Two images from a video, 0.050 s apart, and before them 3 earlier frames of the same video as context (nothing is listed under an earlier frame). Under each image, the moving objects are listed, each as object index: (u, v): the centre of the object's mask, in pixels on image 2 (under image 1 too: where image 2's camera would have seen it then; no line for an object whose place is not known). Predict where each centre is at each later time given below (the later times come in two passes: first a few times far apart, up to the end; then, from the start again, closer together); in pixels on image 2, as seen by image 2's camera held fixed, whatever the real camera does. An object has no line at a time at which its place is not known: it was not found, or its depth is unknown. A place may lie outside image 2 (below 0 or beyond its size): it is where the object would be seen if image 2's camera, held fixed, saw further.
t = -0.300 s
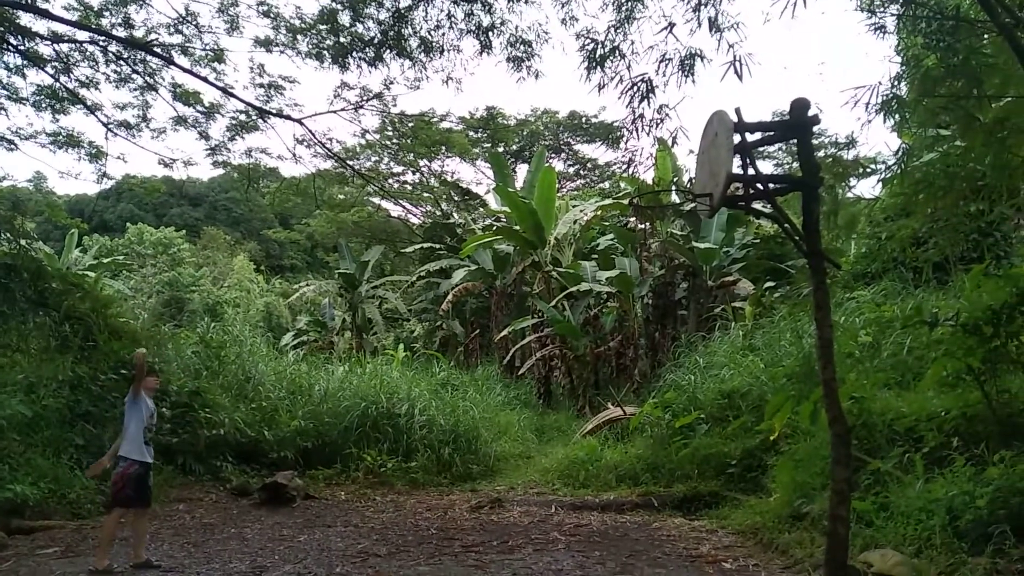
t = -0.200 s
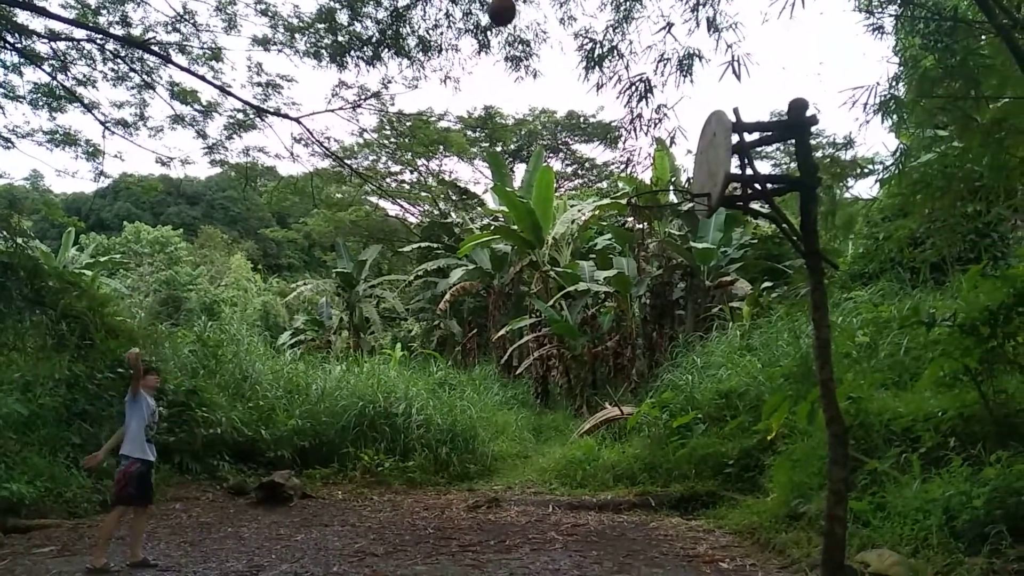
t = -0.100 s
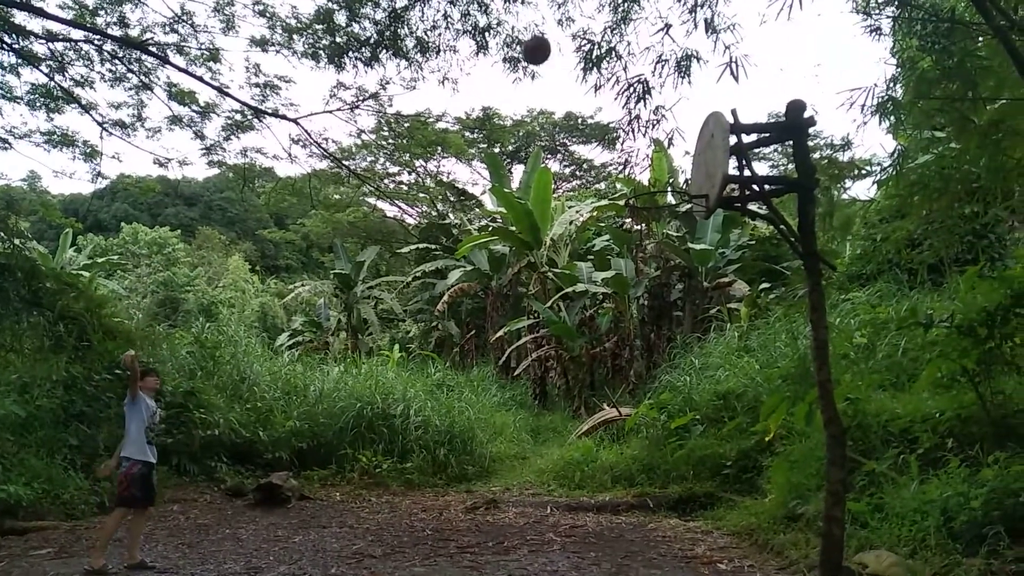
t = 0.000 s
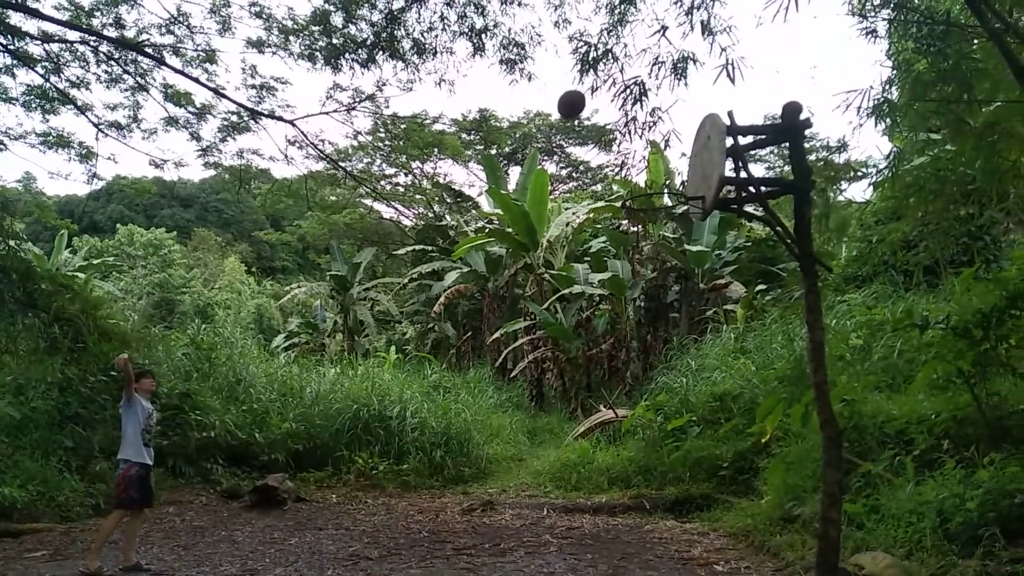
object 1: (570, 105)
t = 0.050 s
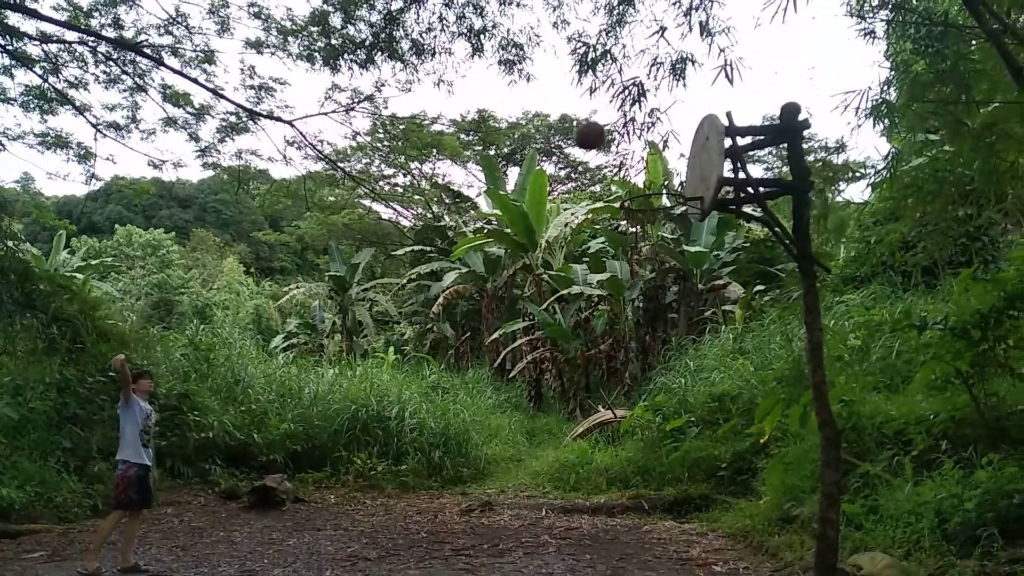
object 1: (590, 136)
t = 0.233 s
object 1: (634, 181)
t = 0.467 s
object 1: (658, 187)
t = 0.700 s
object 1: (655, 192)
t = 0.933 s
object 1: (642, 194)
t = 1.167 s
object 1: (638, 196)
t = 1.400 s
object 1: (663, 251)
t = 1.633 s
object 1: (695, 384)
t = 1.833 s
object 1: (722, 564)
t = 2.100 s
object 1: (746, 456)
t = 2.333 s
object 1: (766, 387)
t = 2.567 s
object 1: (790, 397)
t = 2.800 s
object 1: (817, 490)
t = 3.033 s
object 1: (828, 570)
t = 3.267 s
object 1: (798, 507)
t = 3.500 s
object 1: (770, 531)
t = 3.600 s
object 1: (757, 575)
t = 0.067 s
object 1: (596, 145)
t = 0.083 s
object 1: (603, 158)
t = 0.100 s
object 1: (610, 171)
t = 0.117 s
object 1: (617, 184)
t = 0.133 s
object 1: (622, 192)
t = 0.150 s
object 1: (623, 191)
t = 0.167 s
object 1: (625, 187)
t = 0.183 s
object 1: (627, 186)
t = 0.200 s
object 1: (629, 184)
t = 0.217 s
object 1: (632, 182)
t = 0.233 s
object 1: (634, 181)
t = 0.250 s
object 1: (635, 180)
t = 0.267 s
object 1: (638, 180)
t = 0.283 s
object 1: (640, 179)
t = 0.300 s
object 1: (642, 179)
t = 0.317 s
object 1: (645, 180)
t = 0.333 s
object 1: (647, 181)
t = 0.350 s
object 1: (649, 182)
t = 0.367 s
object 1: (651, 183)
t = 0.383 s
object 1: (653, 184)
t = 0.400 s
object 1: (655, 187)
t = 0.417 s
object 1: (657, 189)
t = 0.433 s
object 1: (658, 189)
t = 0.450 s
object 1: (658, 188)
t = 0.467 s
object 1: (658, 187)
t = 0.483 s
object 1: (658, 186)
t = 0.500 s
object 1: (658, 186)
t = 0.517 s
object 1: (658, 186)
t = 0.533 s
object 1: (658, 186)
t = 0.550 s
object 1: (657, 187)
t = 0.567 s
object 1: (657, 188)
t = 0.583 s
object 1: (658, 189)
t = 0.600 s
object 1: (657, 191)
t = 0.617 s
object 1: (657, 193)
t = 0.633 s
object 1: (657, 194)
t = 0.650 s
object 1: (657, 194)
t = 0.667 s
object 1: (656, 194)
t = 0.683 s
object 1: (656, 193)
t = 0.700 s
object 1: (655, 192)
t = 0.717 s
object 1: (654, 191)
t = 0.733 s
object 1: (653, 189)
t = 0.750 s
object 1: (652, 188)
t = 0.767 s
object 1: (651, 187)
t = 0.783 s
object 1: (650, 186)
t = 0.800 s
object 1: (649, 185)
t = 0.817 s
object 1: (648, 185)
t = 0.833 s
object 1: (647, 186)
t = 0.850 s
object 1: (646, 186)
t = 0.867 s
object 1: (645, 187)
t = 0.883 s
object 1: (644, 189)
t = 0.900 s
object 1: (644, 190)
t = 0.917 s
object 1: (643, 192)
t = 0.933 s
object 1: (642, 194)
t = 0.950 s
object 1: (642, 193)
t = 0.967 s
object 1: (641, 191)
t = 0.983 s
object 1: (641, 190)
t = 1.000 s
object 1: (641, 189)
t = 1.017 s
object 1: (641, 188)
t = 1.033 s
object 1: (640, 187)
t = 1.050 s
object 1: (640, 187)
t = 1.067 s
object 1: (640, 187)
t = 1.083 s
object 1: (640, 188)
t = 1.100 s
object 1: (640, 189)
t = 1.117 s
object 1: (639, 189)
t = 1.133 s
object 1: (639, 191)
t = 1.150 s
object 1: (639, 194)
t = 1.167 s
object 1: (638, 196)
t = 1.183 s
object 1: (638, 199)
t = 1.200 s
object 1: (639, 202)
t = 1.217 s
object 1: (640, 204)
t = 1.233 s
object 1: (642, 206)
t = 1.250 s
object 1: (645, 210)
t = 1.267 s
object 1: (646, 212)
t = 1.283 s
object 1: (648, 215)
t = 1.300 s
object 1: (650, 219)
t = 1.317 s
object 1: (652, 223)
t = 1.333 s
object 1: (654, 228)
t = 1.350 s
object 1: (656, 233)
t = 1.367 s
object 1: (658, 238)
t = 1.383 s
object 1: (660, 245)
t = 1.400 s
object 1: (663, 251)
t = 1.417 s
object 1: (665, 257)
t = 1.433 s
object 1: (668, 265)
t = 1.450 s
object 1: (669, 271)
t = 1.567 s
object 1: (684, 335)
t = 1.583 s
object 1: (687, 346)
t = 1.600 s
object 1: (690, 358)
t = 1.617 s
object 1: (692, 370)
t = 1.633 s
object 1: (695, 384)
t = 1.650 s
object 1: (697, 398)
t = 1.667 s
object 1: (700, 410)
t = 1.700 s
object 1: (703, 438)
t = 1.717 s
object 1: (707, 453)
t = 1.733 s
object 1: (709, 468)
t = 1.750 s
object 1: (711, 484)
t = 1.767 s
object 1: (713, 501)
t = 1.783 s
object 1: (716, 519)
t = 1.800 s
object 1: (717, 537)
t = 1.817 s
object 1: (719, 555)
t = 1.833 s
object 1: (722, 564)
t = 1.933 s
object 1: (733, 559)
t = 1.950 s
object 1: (734, 546)
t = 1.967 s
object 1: (735, 534)
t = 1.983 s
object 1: (737, 523)
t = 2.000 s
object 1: (738, 512)
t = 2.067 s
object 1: (743, 473)
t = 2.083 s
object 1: (745, 464)
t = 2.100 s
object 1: (746, 456)
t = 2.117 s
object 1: (747, 449)
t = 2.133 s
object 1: (749, 442)
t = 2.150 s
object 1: (750, 434)
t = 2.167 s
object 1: (752, 428)
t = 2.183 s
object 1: (754, 422)
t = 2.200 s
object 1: (755, 416)
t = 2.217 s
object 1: (756, 411)
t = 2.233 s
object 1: (758, 406)
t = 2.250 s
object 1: (759, 402)
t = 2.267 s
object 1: (760, 398)
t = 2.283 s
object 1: (761, 395)
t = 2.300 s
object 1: (763, 391)
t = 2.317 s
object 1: (765, 389)
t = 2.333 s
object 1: (766, 387)
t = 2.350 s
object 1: (768, 385)
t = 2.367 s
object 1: (770, 383)
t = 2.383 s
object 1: (772, 382)
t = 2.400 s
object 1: (773, 382)
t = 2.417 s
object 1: (775, 382)
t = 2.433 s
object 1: (776, 382)
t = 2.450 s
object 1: (778, 382)
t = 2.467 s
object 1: (780, 383)
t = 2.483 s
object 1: (781, 384)
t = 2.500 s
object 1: (783, 386)
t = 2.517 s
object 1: (785, 388)
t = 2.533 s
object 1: (786, 391)
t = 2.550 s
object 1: (788, 394)
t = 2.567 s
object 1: (790, 397)
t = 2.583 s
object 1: (792, 401)
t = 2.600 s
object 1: (794, 405)
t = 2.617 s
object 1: (795, 410)
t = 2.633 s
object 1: (796, 414)
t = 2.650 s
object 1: (798, 419)
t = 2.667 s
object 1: (800, 425)
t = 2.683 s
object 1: (801, 433)
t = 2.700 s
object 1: (805, 440)
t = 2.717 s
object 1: (807, 447)
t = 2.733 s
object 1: (809, 455)
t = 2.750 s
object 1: (810, 463)
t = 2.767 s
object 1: (812, 472)
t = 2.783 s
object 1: (812, 481)
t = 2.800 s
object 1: (817, 490)
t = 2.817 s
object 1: (818, 501)
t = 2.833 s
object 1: (820, 513)
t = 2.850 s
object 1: (822, 522)
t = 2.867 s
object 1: (824, 534)
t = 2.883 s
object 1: (827, 546)
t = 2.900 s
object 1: (831, 559)
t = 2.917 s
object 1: (832, 572)
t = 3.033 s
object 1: (828, 570)
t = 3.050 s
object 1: (826, 563)
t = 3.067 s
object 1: (823, 556)
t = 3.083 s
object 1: (821, 550)
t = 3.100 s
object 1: (818, 544)
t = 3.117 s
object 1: (816, 538)
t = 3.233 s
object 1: (801, 511)
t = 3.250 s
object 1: (799, 509)
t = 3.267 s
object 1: (798, 507)
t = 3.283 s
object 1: (797, 506)
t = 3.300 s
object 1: (794, 504)
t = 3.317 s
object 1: (793, 503)
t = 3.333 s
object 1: (791, 503)
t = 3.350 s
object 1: (789, 503)
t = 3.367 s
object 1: (787, 504)
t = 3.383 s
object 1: (785, 506)
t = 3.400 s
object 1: (783, 508)
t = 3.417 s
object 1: (781, 511)
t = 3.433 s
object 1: (779, 514)
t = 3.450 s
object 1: (777, 517)
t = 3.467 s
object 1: (774, 521)
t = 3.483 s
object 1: (773, 525)
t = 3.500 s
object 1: (770, 531)
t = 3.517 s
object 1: (768, 536)
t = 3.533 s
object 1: (766, 543)
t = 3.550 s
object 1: (764, 550)
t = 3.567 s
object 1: (762, 558)
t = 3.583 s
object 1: (759, 565)
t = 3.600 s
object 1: (757, 575)
